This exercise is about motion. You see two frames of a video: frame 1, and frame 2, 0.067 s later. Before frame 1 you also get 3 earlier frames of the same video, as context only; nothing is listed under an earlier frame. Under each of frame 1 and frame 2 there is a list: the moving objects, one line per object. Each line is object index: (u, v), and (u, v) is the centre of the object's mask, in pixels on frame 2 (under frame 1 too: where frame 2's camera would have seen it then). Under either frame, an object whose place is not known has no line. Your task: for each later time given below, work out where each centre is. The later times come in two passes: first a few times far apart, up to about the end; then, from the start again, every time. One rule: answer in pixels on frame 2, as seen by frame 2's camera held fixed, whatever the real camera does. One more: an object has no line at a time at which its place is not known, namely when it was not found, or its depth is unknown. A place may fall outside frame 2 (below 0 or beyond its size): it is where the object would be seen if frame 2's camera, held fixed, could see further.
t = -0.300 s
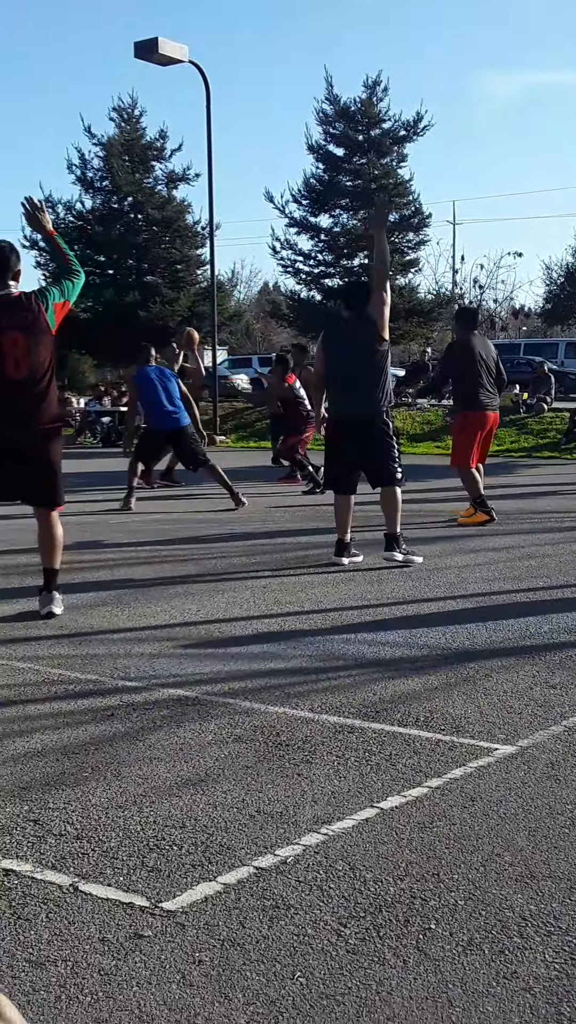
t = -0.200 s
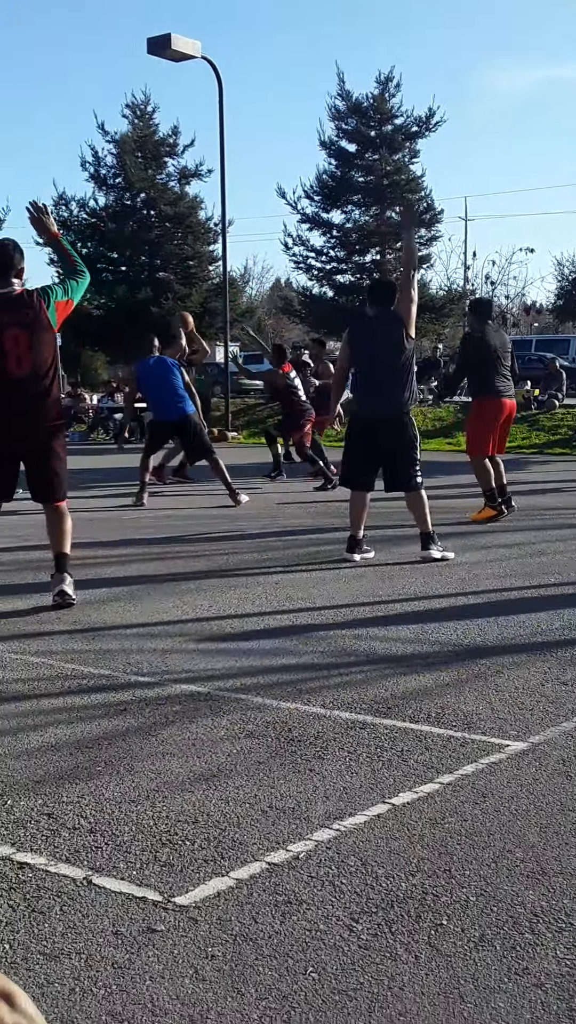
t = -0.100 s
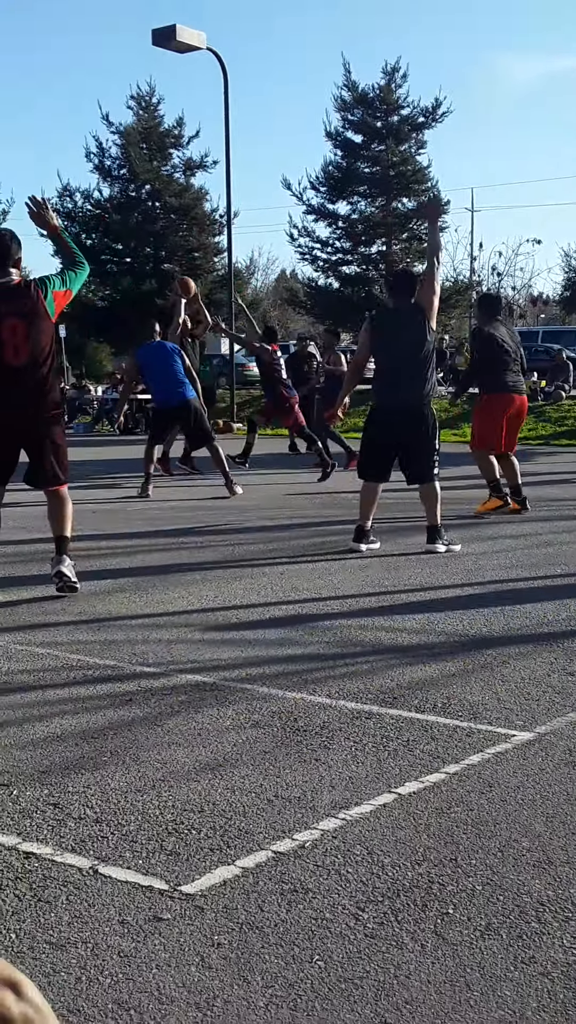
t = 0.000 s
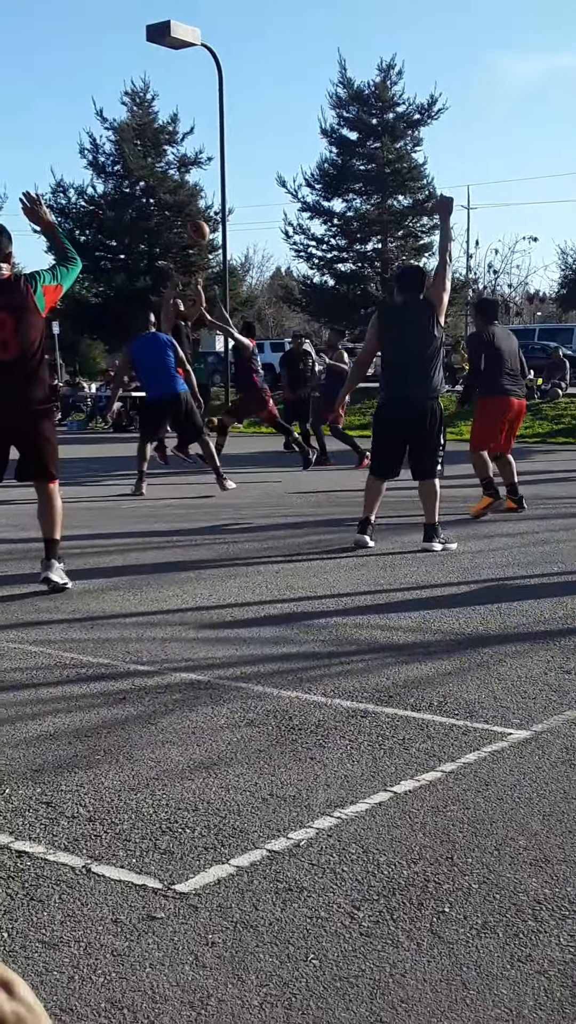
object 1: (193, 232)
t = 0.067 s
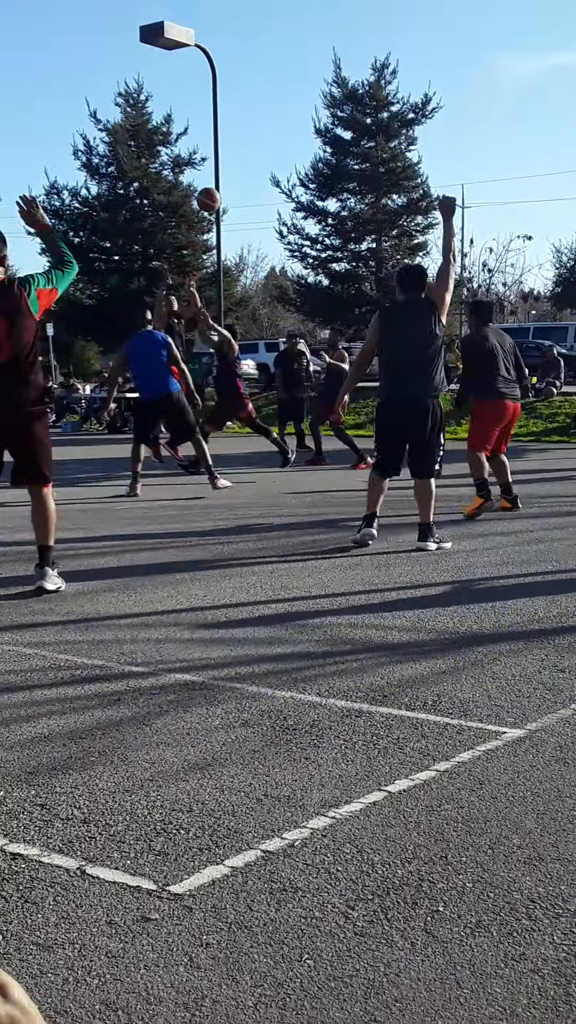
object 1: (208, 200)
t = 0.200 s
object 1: (244, 139)
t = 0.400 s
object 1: (307, 73)
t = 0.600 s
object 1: (388, 42)
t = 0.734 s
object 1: (453, 51)
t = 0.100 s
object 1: (216, 183)
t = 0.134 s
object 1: (225, 168)
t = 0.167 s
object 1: (234, 153)
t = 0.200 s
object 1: (244, 139)
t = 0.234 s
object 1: (253, 126)
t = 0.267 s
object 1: (263, 114)
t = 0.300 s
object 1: (273, 102)
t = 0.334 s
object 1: (284, 91)
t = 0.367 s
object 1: (295, 82)
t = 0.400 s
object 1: (307, 73)
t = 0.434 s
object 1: (319, 65)
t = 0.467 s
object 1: (332, 59)
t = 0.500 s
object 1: (345, 53)
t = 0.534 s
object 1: (359, 48)
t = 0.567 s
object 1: (373, 45)
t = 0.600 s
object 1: (388, 42)
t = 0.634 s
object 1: (403, 41)
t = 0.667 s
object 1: (419, 43)
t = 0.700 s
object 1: (436, 46)
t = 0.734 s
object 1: (453, 51)
